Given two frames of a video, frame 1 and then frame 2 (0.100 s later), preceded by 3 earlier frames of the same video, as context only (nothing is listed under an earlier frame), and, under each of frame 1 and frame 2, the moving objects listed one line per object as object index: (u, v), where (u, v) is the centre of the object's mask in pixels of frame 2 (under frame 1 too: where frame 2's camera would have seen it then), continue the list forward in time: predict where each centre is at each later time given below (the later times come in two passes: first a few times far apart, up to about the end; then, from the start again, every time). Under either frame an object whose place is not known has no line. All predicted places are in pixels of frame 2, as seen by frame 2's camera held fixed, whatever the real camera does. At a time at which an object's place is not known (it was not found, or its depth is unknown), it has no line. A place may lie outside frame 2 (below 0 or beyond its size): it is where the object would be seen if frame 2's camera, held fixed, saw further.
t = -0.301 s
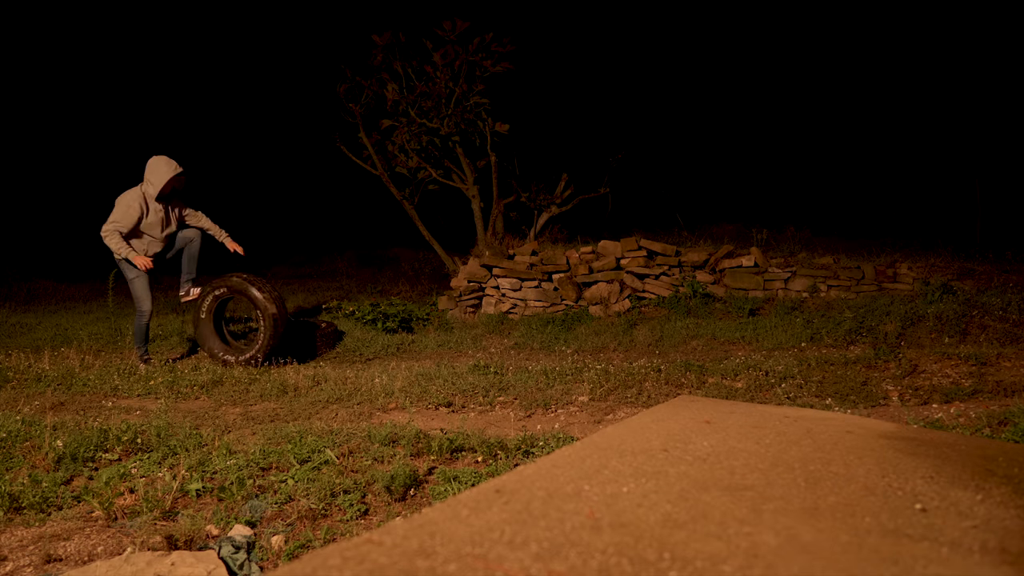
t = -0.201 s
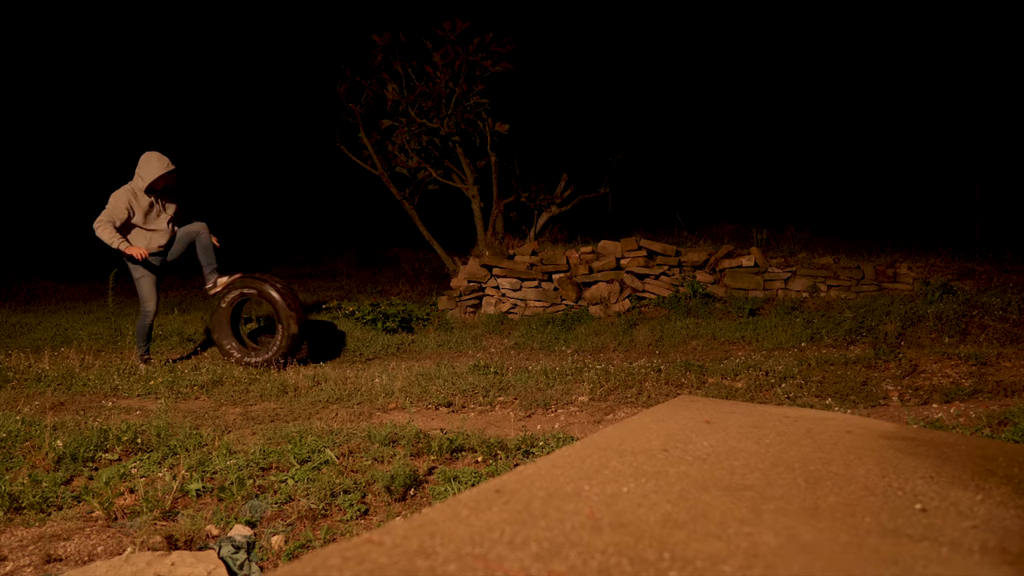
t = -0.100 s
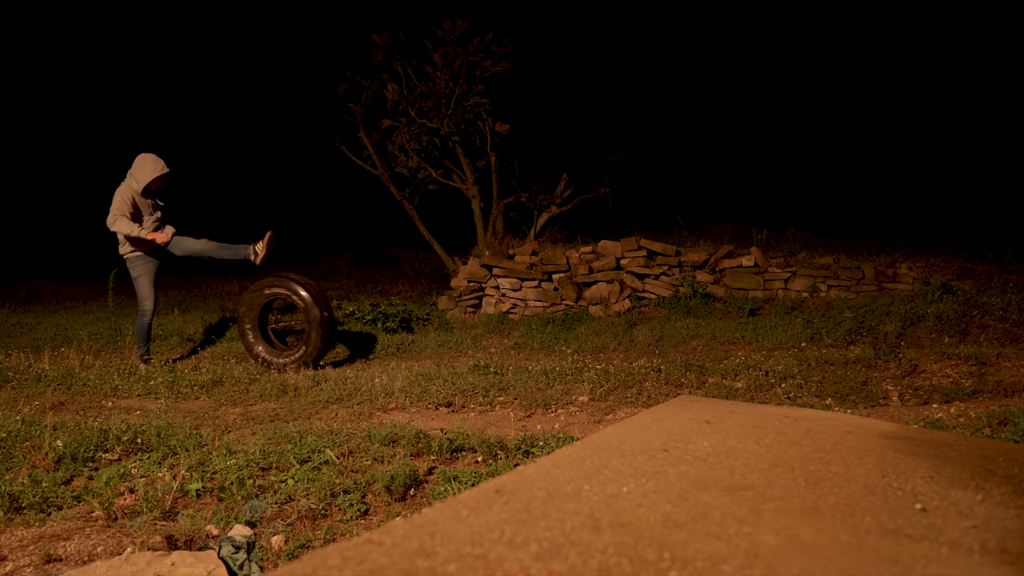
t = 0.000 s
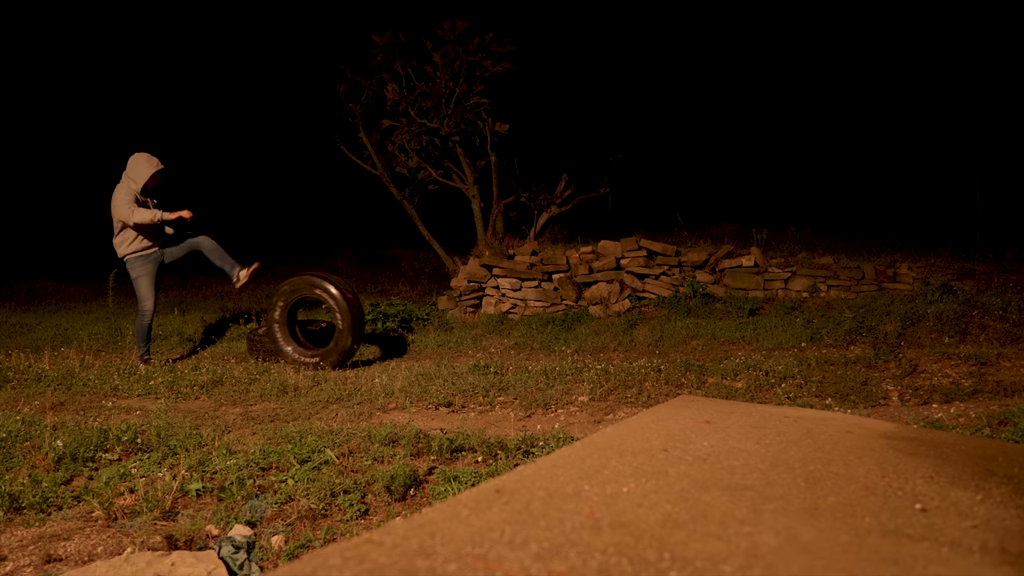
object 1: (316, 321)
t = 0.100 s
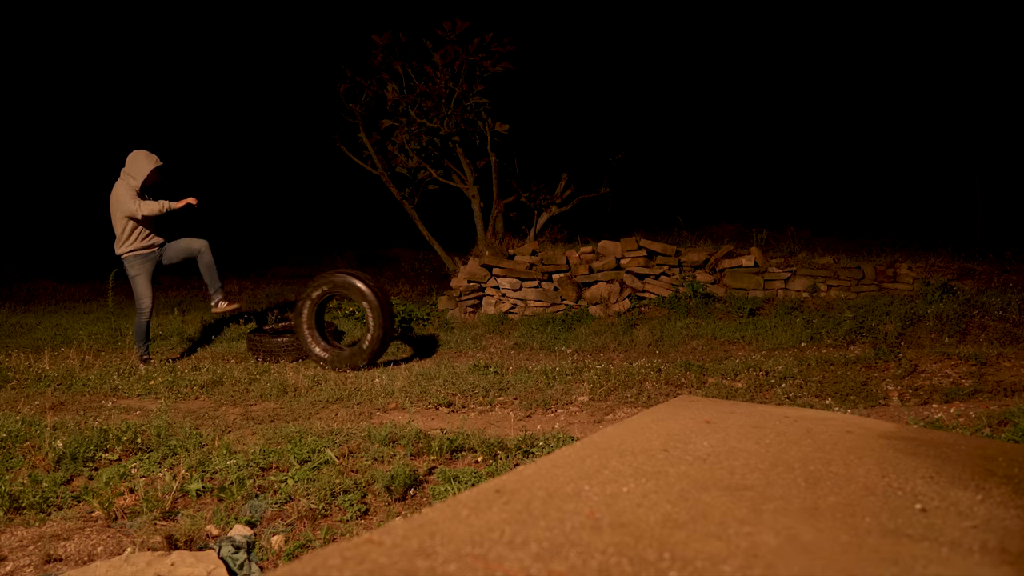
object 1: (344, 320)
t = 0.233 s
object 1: (383, 319)
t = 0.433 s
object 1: (437, 318)
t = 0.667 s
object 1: (501, 318)
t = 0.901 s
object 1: (563, 319)
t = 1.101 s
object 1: (615, 320)
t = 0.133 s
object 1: (353, 321)
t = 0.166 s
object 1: (364, 322)
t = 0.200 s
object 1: (373, 321)
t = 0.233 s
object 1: (383, 319)
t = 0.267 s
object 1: (391, 319)
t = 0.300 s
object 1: (401, 319)
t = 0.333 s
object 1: (410, 319)
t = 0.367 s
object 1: (419, 318)
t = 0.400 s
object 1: (428, 318)
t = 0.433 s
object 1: (437, 318)
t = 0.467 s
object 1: (447, 317)
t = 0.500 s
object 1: (456, 316)
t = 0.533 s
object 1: (464, 316)
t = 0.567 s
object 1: (473, 317)
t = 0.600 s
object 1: (483, 318)
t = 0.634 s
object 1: (492, 318)
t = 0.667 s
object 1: (501, 318)
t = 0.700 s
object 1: (509, 318)
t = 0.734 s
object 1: (518, 319)
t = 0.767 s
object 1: (527, 319)
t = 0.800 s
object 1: (536, 319)
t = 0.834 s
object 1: (545, 318)
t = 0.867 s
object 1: (554, 317)
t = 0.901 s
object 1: (563, 319)
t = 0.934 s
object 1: (571, 318)
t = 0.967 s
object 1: (580, 319)
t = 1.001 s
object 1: (589, 320)
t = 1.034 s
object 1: (597, 319)
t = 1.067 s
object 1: (606, 319)
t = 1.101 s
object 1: (615, 320)
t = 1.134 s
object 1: (623, 319)
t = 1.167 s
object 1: (631, 318)
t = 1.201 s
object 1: (639, 318)
